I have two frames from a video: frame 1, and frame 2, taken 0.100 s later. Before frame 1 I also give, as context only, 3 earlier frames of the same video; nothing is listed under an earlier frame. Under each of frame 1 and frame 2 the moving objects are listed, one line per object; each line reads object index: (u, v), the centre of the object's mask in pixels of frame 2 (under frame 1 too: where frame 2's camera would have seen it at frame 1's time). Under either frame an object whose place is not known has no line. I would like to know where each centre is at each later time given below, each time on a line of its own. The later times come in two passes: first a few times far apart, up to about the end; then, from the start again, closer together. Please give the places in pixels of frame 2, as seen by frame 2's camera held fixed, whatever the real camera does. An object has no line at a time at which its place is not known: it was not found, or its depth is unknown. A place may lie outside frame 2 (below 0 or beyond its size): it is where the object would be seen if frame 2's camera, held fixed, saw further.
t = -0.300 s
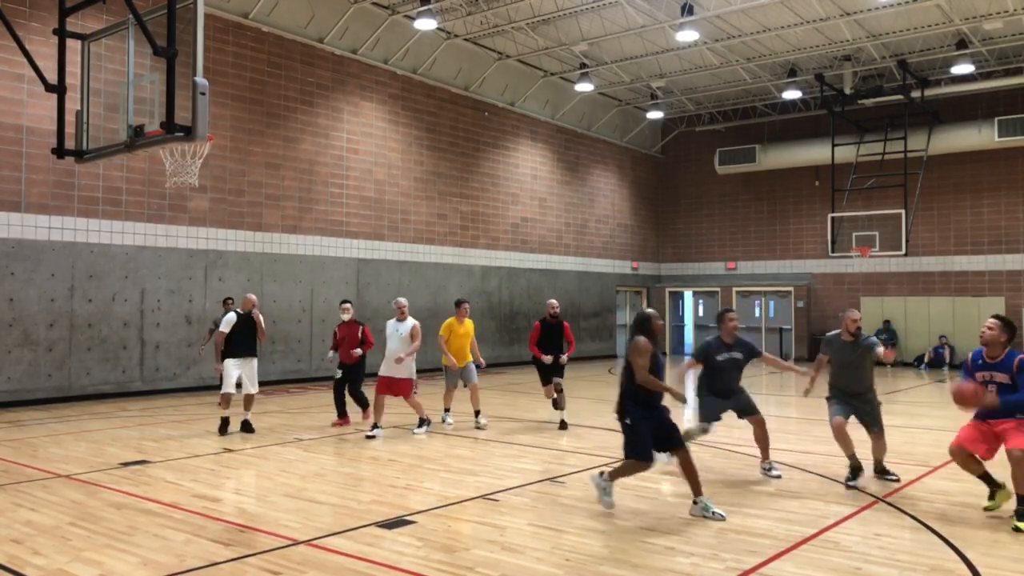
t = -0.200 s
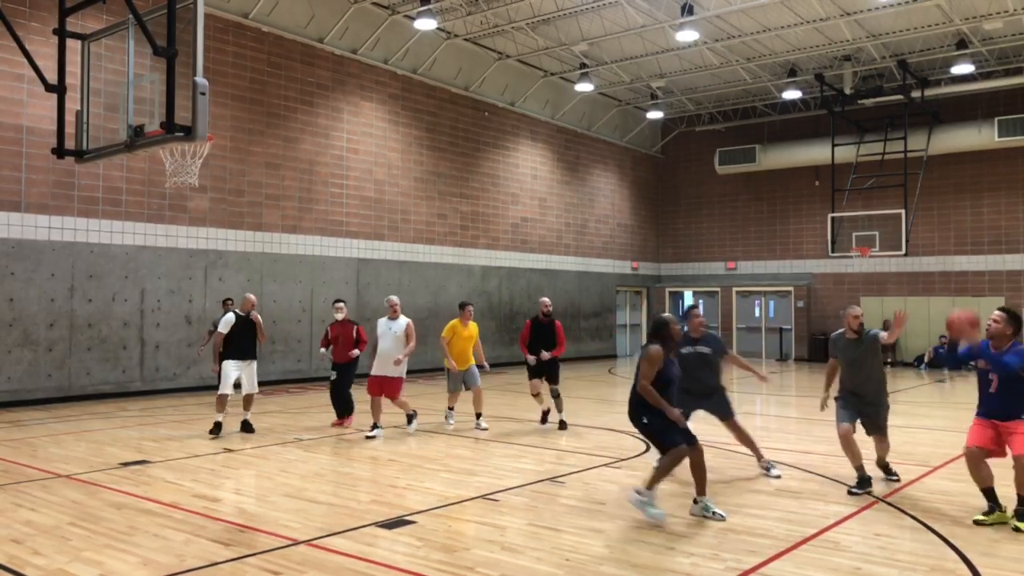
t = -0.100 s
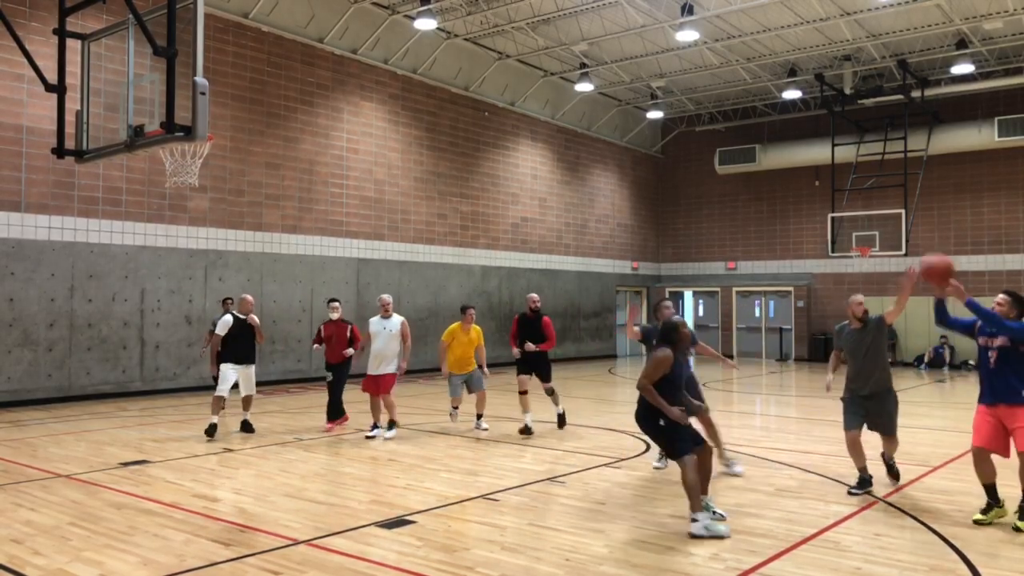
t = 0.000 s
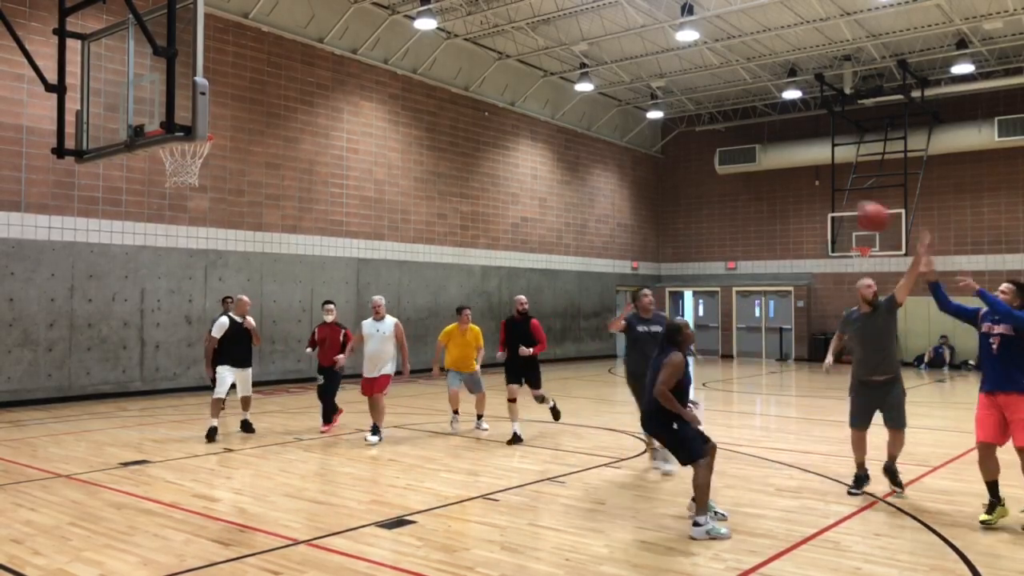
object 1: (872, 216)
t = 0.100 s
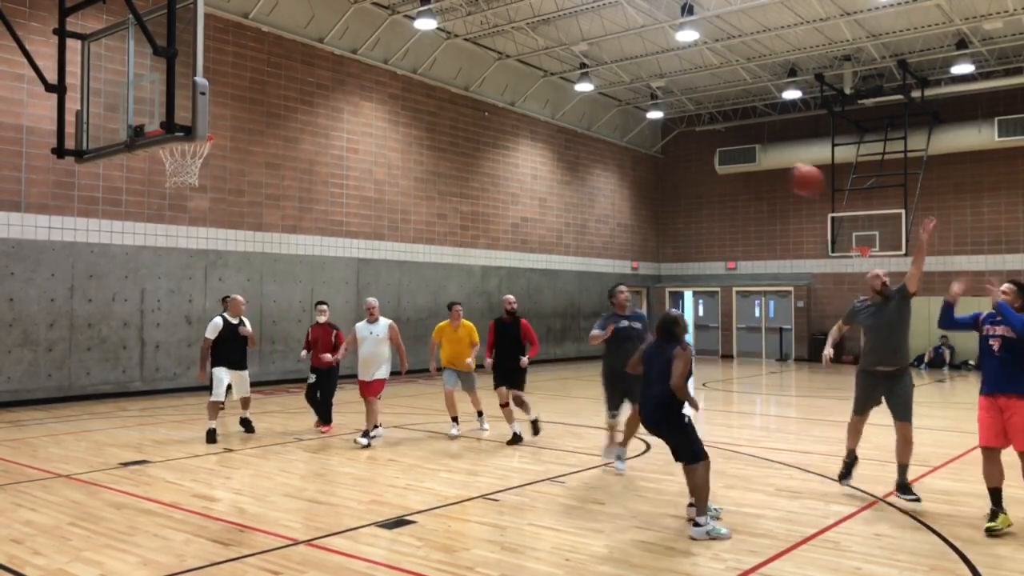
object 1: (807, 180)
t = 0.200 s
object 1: (741, 152)
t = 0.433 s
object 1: (596, 140)
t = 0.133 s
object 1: (784, 170)
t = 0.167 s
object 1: (762, 161)
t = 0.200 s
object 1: (741, 152)
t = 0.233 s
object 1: (719, 147)
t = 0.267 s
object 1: (699, 143)
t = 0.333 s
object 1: (658, 138)
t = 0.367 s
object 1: (637, 137)
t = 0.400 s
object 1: (616, 138)
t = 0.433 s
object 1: (596, 140)
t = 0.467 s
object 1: (575, 143)
